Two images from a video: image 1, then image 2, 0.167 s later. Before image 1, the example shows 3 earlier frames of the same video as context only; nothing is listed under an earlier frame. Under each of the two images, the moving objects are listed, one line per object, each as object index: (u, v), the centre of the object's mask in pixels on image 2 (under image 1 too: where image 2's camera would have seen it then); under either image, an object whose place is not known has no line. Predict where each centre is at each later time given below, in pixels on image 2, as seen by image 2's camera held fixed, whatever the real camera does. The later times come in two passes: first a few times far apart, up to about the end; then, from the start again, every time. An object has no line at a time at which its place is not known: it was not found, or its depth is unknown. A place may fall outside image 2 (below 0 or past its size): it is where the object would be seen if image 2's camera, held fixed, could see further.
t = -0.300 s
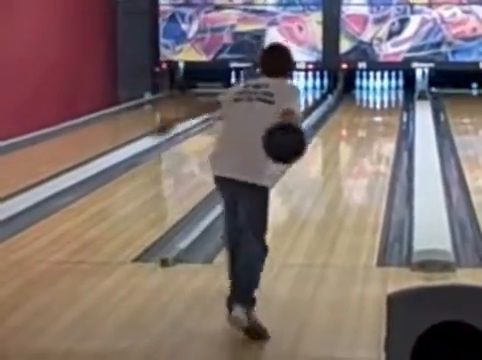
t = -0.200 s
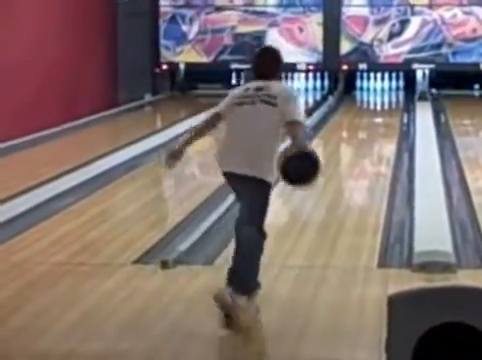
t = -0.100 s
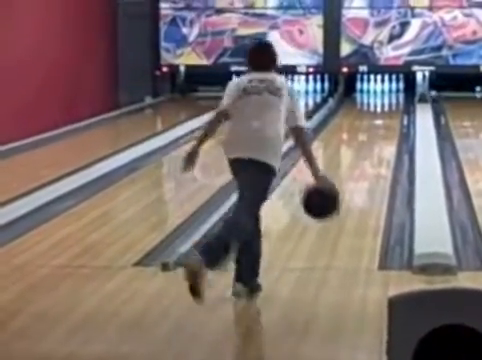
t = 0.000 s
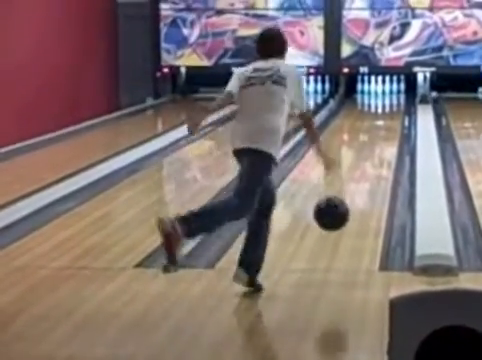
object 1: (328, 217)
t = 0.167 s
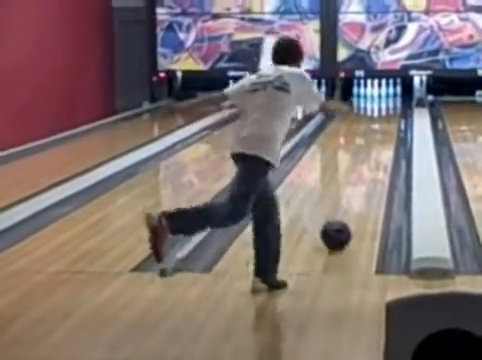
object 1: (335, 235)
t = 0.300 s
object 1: (340, 217)
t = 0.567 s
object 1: (348, 187)
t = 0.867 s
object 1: (354, 162)
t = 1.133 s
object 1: (357, 146)
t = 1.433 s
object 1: (360, 132)
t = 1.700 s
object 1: (361, 123)
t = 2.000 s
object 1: (361, 113)
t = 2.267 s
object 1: (362, 107)
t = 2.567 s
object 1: (361, 103)
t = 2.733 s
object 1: (361, 98)
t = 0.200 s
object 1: (336, 230)
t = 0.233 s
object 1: (338, 226)
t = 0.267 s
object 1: (339, 221)
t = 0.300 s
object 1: (340, 217)
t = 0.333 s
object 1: (342, 213)
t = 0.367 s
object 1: (342, 209)
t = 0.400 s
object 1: (344, 205)
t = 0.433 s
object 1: (345, 201)
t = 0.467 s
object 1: (345, 197)
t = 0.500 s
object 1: (346, 193)
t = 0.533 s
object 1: (347, 190)
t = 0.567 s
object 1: (348, 187)
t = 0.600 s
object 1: (349, 183)
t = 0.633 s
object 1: (350, 180)
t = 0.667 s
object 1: (351, 177)
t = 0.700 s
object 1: (351, 174)
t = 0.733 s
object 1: (352, 171)
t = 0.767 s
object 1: (352, 169)
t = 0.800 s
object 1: (353, 166)
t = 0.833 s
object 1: (353, 164)
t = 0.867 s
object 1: (354, 162)
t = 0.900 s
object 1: (354, 160)
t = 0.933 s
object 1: (355, 158)
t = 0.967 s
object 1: (355, 156)
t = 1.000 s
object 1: (355, 153)
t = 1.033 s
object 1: (356, 151)
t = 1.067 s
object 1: (356, 150)
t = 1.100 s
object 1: (357, 148)
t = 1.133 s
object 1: (357, 146)
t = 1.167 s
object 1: (357, 144)
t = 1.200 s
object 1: (357, 142)
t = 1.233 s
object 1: (358, 140)
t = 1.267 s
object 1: (358, 139)
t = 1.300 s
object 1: (359, 138)
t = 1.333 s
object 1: (359, 136)
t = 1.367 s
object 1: (359, 135)
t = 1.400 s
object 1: (359, 133)
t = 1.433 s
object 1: (360, 132)
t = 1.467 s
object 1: (360, 131)
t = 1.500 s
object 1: (360, 130)
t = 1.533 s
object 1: (360, 129)
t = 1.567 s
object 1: (361, 128)
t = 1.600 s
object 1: (361, 126)
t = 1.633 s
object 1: (361, 125)
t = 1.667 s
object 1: (361, 123)
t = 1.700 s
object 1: (361, 123)
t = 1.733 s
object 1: (361, 122)
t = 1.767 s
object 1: (361, 121)
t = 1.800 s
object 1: (361, 121)
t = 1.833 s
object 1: (361, 118)
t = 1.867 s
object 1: (361, 118)
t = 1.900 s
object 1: (361, 116)
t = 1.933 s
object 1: (361, 116)
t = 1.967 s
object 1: (361, 115)
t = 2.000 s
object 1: (361, 113)
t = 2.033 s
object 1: (362, 113)
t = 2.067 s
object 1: (361, 112)
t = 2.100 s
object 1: (362, 111)
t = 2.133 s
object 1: (362, 110)
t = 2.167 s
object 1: (361, 110)
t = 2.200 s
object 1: (362, 109)
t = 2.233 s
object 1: (362, 107)
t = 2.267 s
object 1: (362, 107)
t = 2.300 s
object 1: (362, 106)
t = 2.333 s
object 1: (362, 106)
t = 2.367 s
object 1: (362, 106)
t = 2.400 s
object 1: (362, 104)
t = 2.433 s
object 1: (362, 104)
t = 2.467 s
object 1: (362, 103)
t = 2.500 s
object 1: (361, 103)
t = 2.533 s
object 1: (362, 102)
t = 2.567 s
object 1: (361, 103)
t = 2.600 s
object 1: (362, 101)
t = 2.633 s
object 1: (362, 100)
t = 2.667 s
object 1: (362, 100)
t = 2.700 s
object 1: (361, 99)
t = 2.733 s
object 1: (361, 98)
